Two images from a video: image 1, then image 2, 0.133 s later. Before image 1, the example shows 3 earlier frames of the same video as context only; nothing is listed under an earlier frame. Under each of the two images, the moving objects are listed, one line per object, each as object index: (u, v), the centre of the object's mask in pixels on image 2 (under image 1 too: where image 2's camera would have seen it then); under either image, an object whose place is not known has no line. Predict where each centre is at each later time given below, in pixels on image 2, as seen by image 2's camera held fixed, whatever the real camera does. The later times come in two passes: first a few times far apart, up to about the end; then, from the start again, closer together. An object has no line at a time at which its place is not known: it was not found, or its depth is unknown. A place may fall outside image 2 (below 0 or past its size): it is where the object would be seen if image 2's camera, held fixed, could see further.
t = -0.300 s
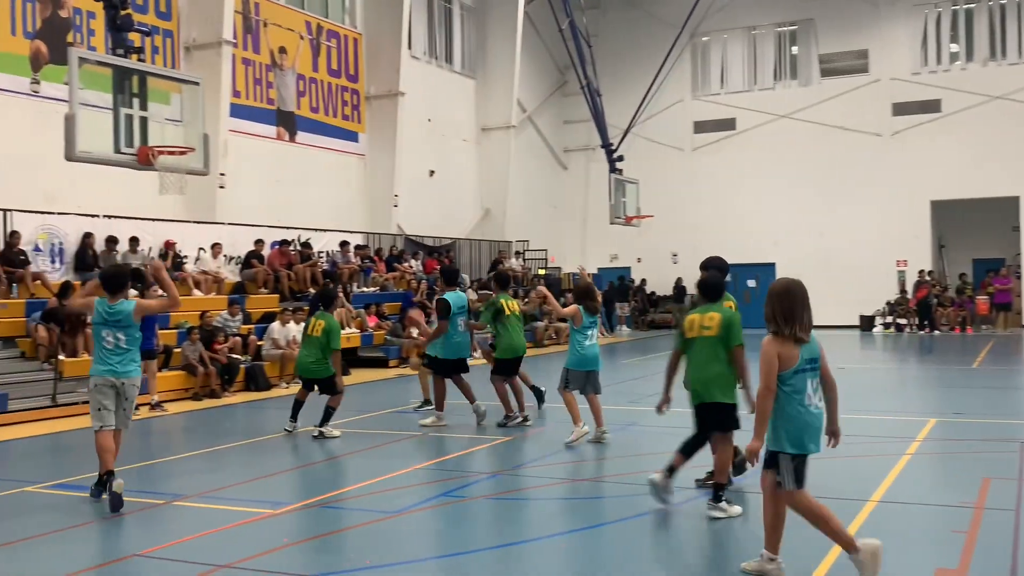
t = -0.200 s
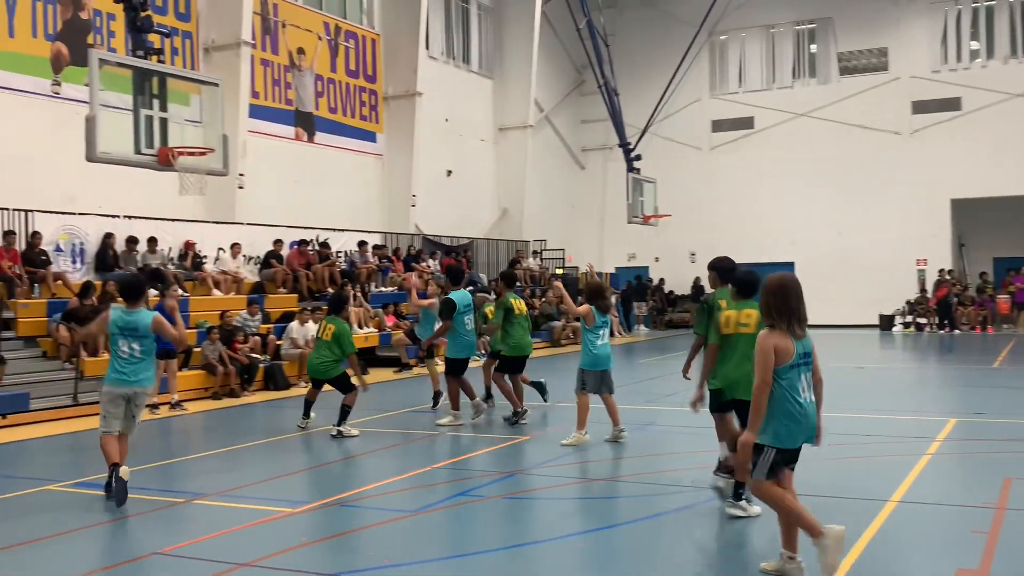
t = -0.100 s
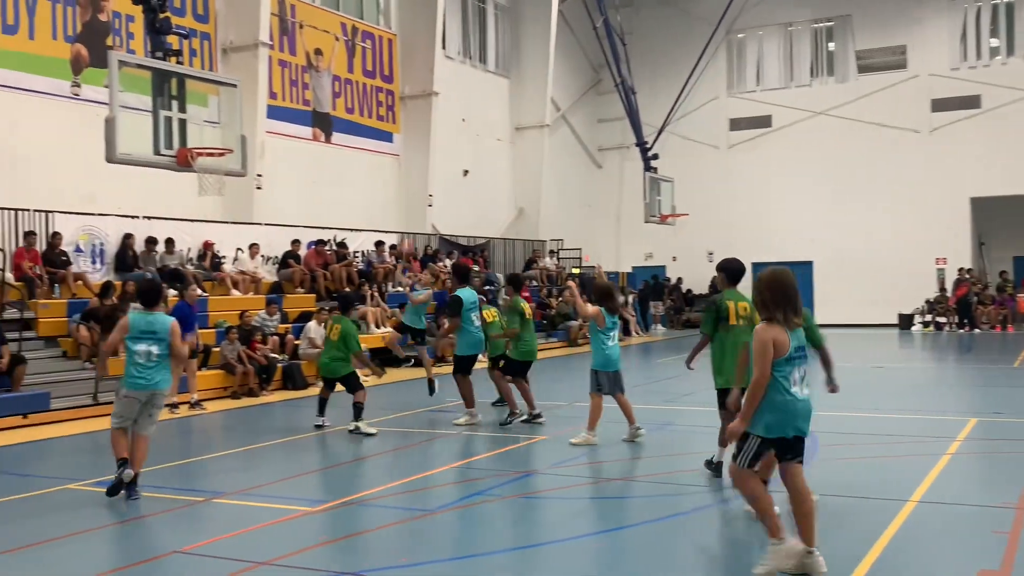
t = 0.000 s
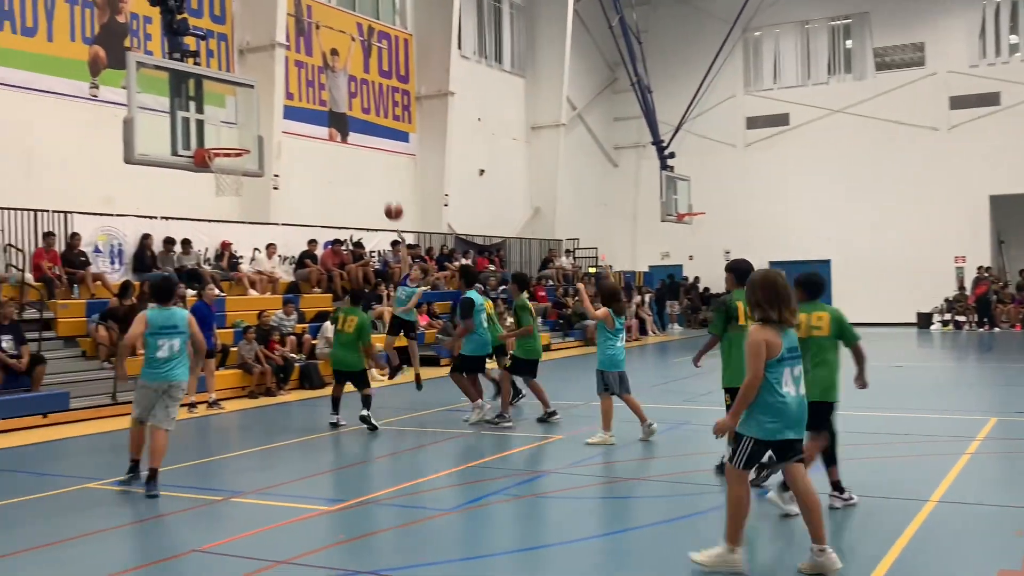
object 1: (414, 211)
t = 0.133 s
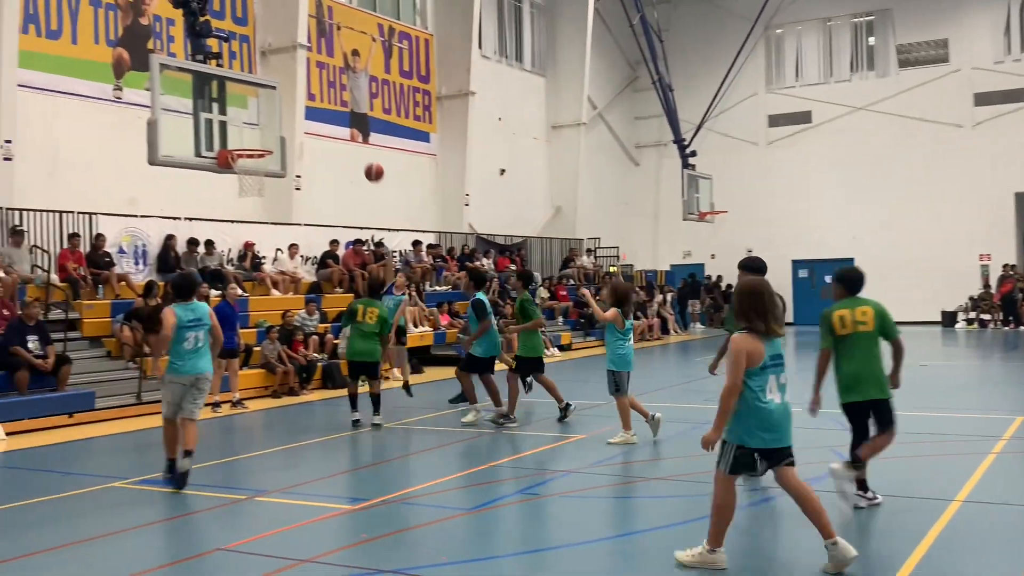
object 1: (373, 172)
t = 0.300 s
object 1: (321, 144)
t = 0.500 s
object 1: (253, 138)
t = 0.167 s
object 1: (363, 165)
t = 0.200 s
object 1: (353, 158)
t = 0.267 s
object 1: (331, 147)
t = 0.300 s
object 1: (321, 144)
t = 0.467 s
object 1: (265, 136)
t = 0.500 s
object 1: (253, 138)
